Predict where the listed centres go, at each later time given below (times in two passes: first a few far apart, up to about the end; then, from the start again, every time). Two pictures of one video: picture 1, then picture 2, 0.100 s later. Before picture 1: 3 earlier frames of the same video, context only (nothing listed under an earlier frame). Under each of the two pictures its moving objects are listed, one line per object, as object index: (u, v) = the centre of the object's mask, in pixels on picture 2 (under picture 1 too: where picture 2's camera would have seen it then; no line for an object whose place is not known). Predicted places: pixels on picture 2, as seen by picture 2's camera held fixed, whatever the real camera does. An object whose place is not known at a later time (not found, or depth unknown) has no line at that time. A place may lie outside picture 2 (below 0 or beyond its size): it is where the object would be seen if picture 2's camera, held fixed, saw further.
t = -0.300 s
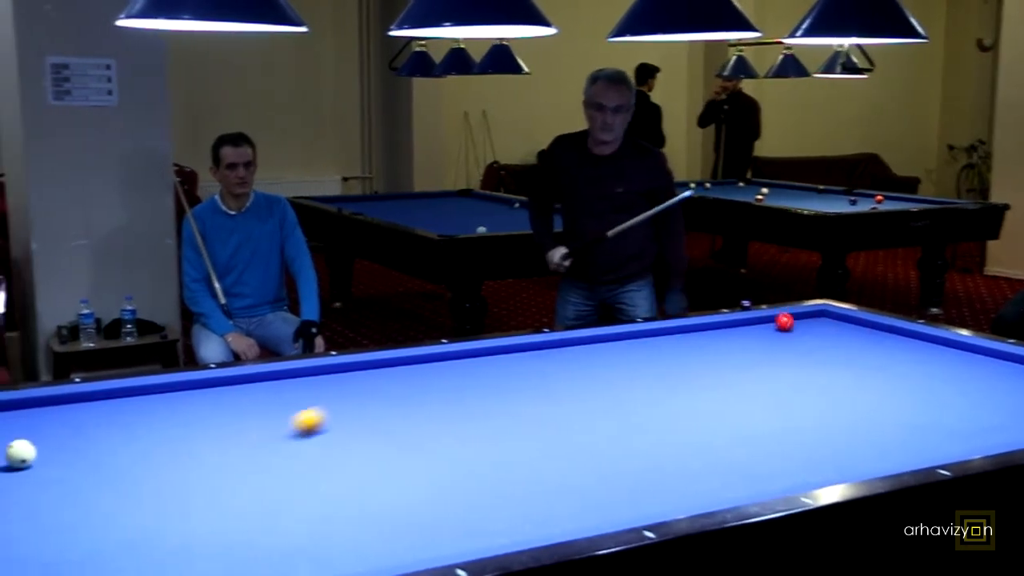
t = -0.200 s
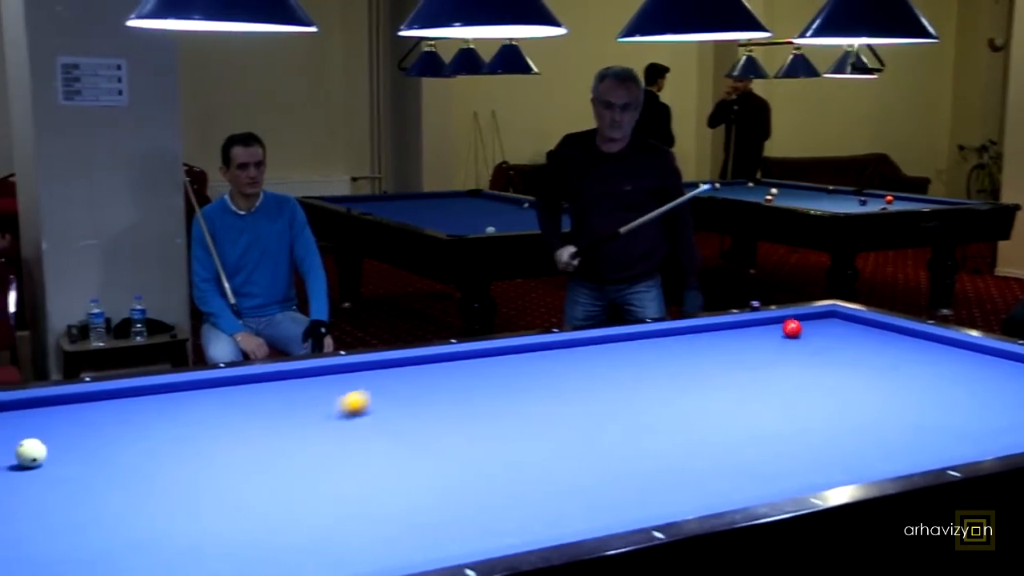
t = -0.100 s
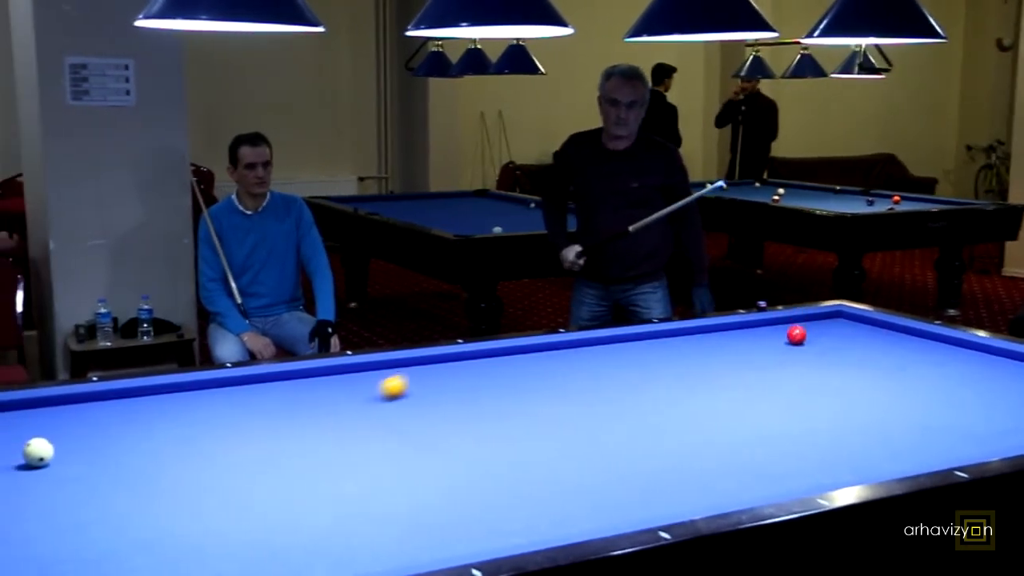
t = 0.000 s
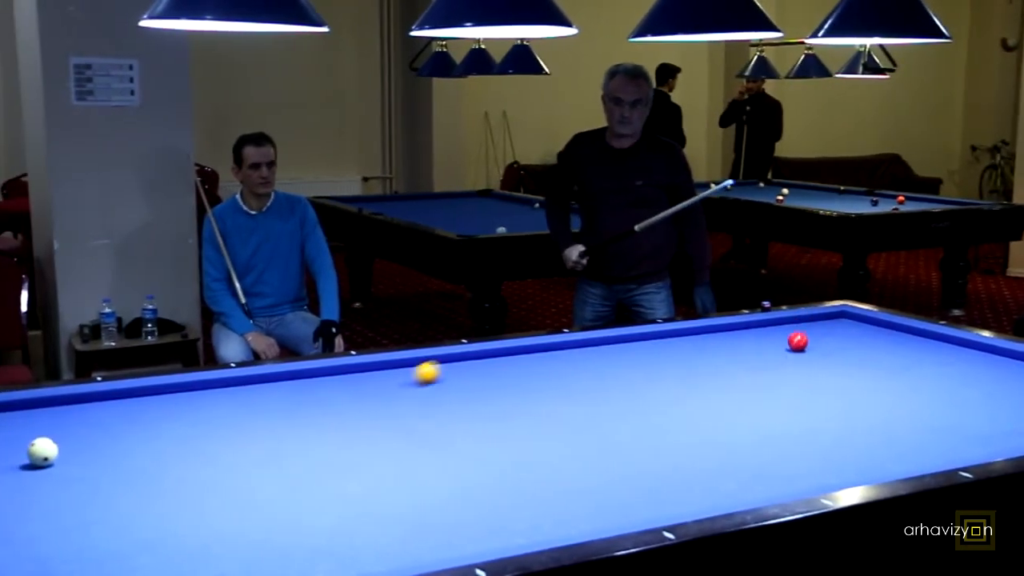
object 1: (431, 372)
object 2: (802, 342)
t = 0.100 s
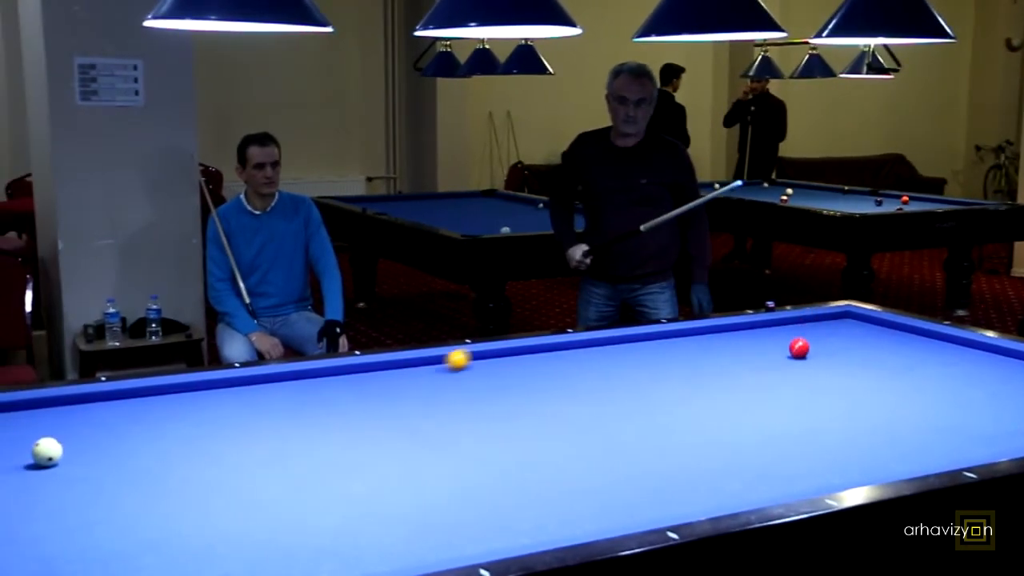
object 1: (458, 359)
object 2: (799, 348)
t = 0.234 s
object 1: (513, 356)
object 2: (795, 357)
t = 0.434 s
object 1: (605, 357)
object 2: (789, 373)
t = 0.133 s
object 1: (466, 356)
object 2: (798, 350)
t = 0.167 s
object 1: (479, 354)
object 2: (797, 353)
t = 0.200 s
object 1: (496, 355)
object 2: (796, 355)
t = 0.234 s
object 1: (513, 356)
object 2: (795, 357)
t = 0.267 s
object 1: (528, 356)
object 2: (794, 360)
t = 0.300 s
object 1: (543, 356)
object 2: (792, 362)
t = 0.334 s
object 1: (558, 357)
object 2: (792, 365)
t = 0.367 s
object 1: (573, 357)
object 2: (791, 367)
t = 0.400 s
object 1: (590, 357)
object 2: (790, 370)
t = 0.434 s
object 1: (605, 357)
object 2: (789, 373)
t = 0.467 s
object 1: (620, 358)
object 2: (787, 375)
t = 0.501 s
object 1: (636, 358)
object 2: (786, 378)
